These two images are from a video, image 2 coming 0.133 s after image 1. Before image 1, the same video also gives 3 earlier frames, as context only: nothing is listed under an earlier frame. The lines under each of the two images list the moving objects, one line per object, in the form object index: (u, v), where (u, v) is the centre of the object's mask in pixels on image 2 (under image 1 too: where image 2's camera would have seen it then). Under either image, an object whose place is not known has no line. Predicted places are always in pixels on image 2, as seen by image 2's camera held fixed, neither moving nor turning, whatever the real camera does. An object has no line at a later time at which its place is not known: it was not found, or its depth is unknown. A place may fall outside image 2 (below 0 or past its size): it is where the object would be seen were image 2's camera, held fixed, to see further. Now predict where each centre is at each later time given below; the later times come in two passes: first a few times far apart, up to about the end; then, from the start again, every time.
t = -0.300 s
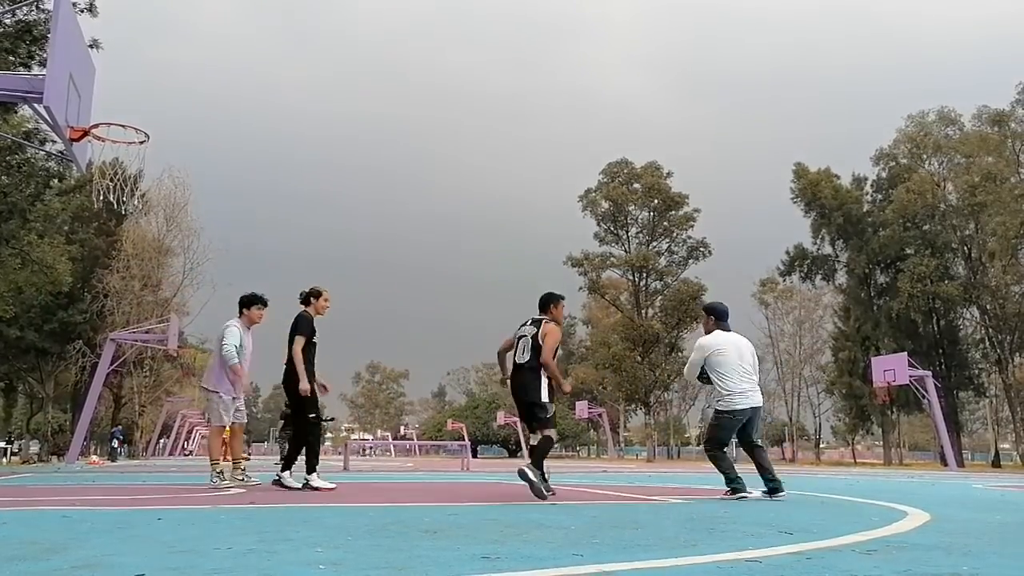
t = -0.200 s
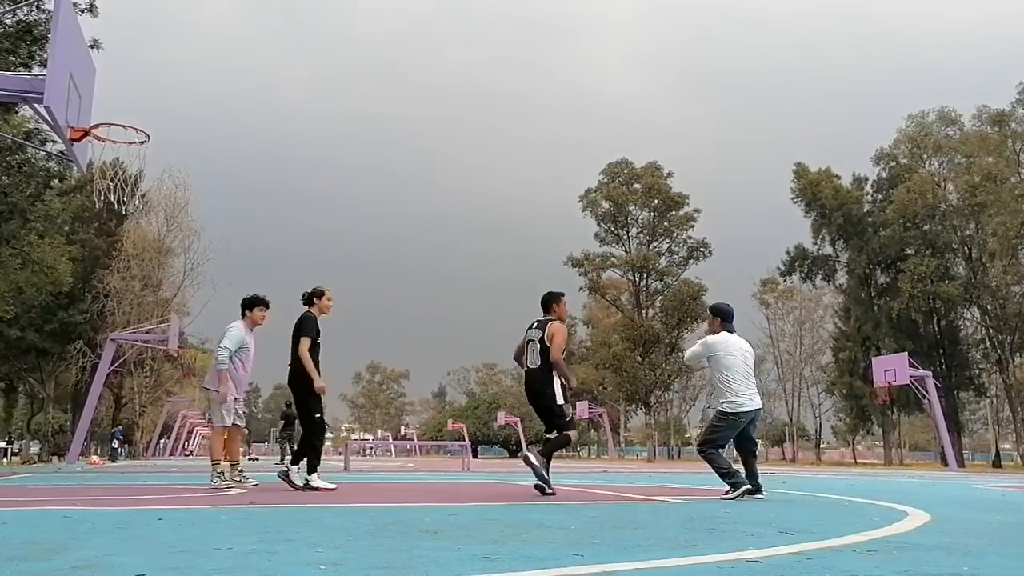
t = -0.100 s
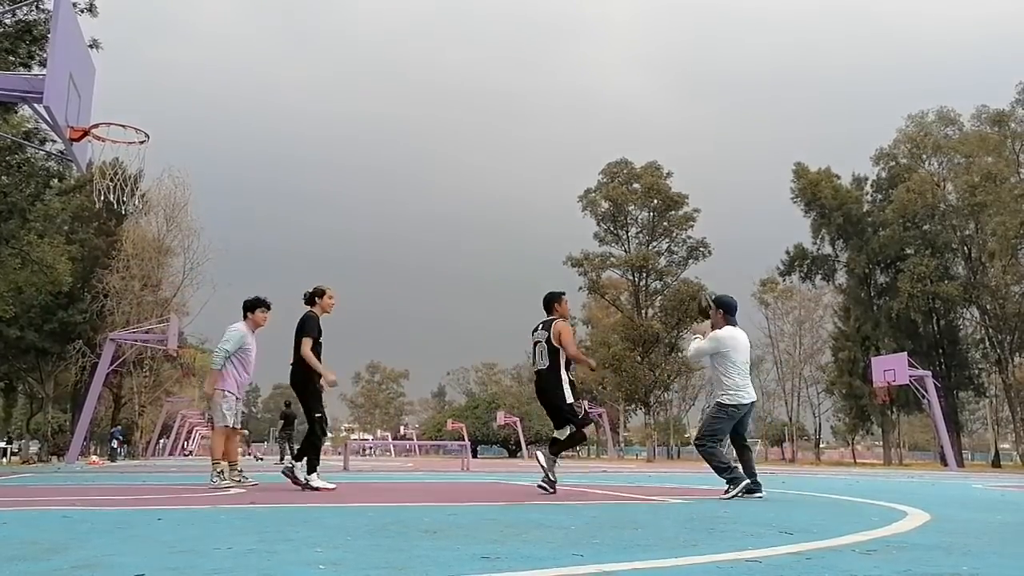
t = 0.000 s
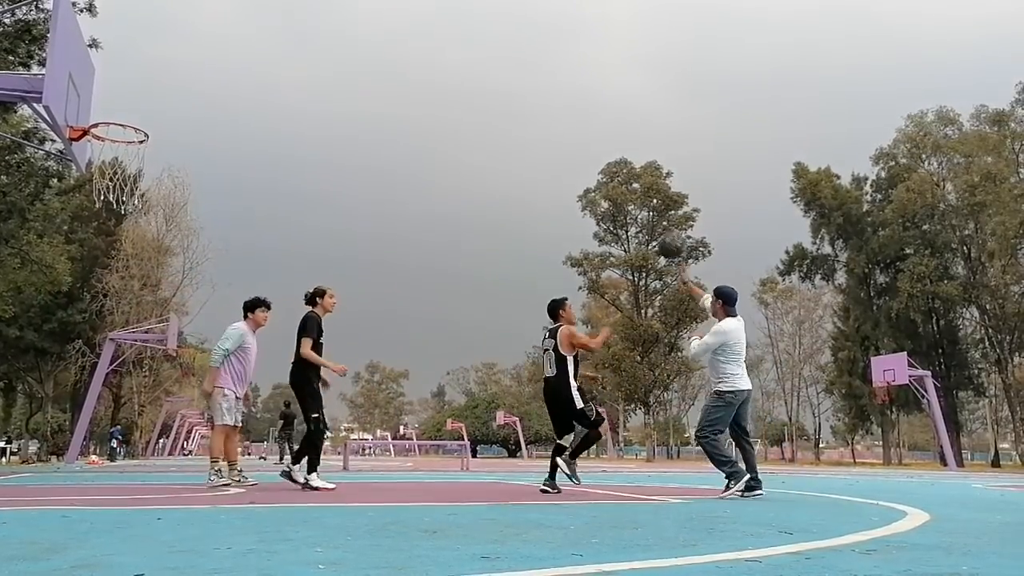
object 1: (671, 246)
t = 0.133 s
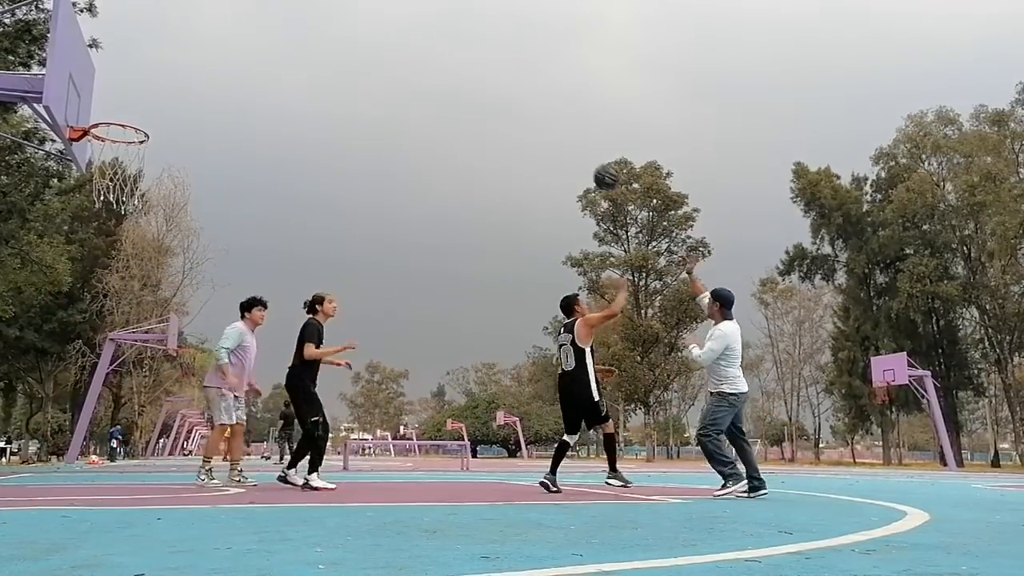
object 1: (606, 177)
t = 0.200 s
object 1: (576, 150)
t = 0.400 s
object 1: (492, 101)
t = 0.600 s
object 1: (415, 92)
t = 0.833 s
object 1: (330, 125)
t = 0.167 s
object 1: (591, 162)
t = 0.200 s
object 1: (576, 150)
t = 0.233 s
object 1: (561, 139)
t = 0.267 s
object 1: (547, 129)
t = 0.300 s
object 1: (533, 121)
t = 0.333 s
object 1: (519, 113)
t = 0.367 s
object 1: (505, 107)
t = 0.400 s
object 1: (492, 101)
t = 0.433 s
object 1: (479, 97)
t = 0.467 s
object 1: (466, 94)
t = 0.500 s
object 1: (453, 92)
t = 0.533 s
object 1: (439, 90)
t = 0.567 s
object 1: (427, 91)
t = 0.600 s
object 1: (415, 92)
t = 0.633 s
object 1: (402, 94)
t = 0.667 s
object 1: (390, 97)
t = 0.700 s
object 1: (378, 100)
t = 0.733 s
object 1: (366, 105)
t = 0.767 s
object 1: (353, 111)
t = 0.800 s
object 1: (342, 118)
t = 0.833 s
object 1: (330, 125)
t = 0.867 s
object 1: (318, 134)
